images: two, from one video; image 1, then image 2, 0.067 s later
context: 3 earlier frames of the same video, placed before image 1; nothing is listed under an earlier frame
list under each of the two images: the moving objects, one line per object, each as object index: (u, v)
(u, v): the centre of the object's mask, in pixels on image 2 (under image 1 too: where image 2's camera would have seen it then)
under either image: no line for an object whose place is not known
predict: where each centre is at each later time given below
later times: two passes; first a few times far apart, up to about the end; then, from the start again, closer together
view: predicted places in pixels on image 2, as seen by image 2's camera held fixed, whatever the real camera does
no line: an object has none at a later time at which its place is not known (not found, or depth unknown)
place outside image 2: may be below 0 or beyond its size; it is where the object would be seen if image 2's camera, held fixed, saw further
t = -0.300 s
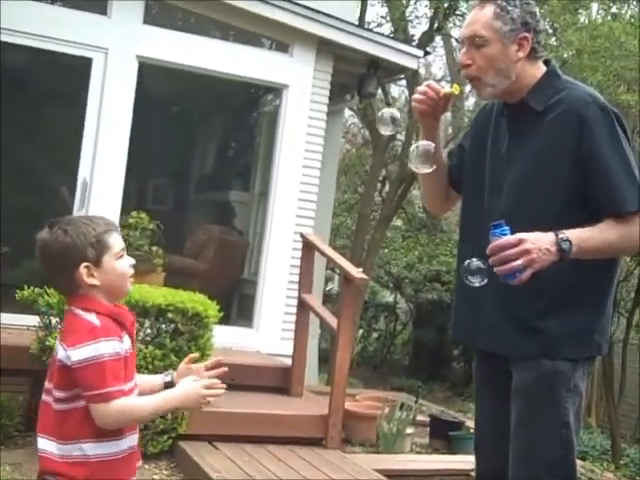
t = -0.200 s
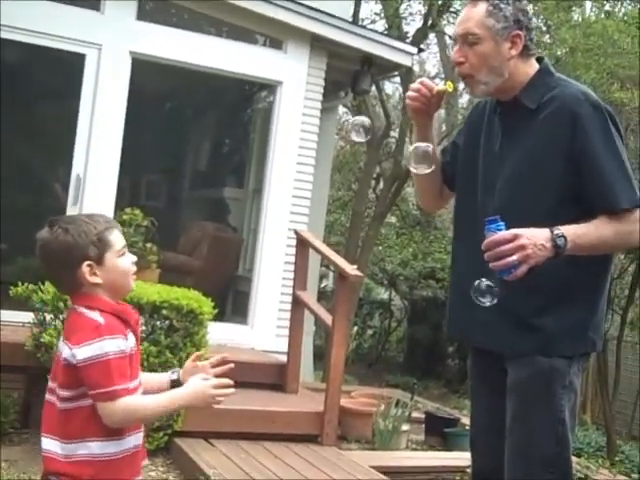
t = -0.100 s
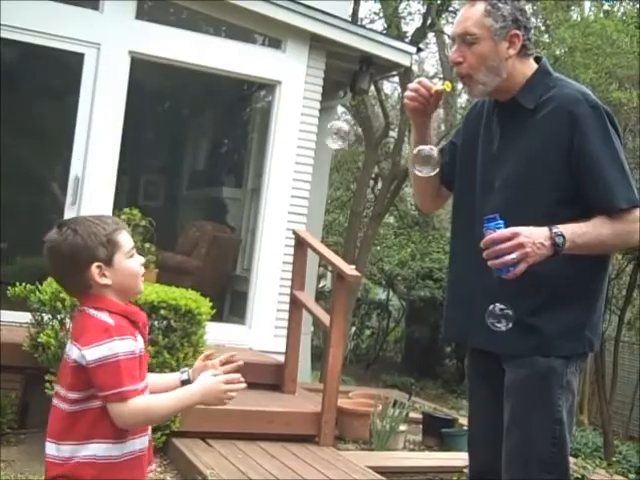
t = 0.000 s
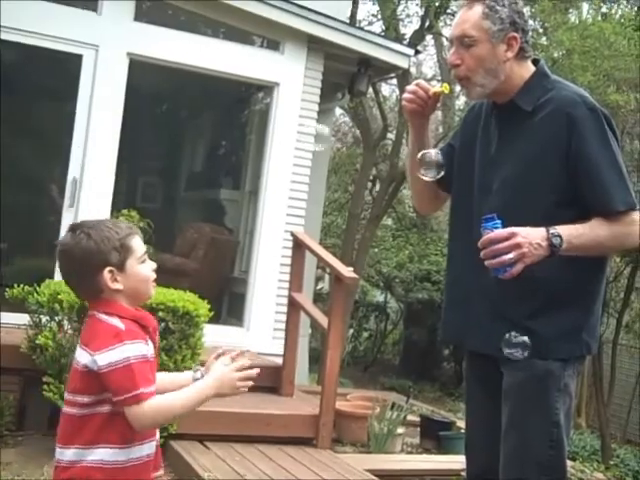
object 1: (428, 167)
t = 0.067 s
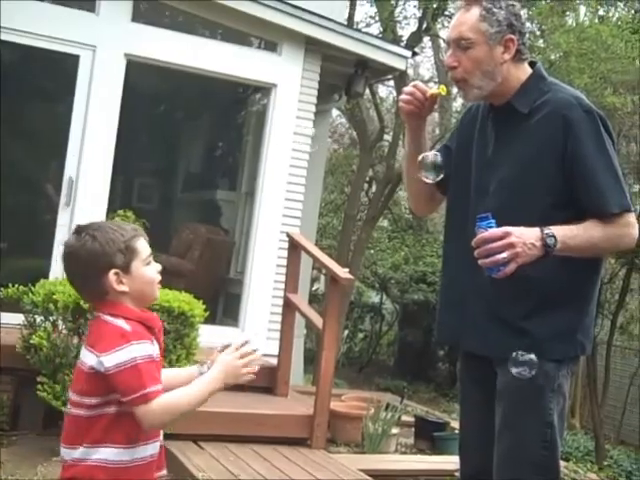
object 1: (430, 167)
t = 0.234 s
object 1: (440, 166)
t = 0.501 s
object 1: (455, 163)
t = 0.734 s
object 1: (471, 160)
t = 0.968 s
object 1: (490, 163)
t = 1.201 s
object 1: (508, 165)
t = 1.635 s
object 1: (541, 180)
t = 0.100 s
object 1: (433, 166)
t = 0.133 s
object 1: (435, 166)
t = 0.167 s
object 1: (437, 166)
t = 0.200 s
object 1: (438, 166)
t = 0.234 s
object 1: (440, 166)
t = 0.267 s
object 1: (442, 165)
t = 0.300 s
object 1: (444, 166)
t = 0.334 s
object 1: (444, 166)
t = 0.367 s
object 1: (446, 167)
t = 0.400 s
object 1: (448, 167)
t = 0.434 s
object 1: (450, 166)
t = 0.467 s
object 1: (453, 165)
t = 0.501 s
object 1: (455, 163)
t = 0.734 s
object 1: (471, 160)
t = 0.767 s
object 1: (475, 160)
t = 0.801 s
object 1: (478, 162)
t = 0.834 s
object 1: (480, 163)
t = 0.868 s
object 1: (482, 164)
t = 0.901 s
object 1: (486, 163)
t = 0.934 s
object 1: (489, 163)
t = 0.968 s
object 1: (490, 163)
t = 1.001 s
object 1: (492, 164)
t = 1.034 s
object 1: (495, 163)
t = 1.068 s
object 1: (496, 164)
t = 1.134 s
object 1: (503, 164)
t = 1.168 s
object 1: (506, 164)
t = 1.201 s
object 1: (508, 165)
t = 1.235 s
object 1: (510, 166)
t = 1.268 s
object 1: (513, 167)
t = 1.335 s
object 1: (518, 169)
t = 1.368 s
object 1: (520, 170)
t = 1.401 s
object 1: (523, 171)
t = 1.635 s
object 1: (541, 180)
